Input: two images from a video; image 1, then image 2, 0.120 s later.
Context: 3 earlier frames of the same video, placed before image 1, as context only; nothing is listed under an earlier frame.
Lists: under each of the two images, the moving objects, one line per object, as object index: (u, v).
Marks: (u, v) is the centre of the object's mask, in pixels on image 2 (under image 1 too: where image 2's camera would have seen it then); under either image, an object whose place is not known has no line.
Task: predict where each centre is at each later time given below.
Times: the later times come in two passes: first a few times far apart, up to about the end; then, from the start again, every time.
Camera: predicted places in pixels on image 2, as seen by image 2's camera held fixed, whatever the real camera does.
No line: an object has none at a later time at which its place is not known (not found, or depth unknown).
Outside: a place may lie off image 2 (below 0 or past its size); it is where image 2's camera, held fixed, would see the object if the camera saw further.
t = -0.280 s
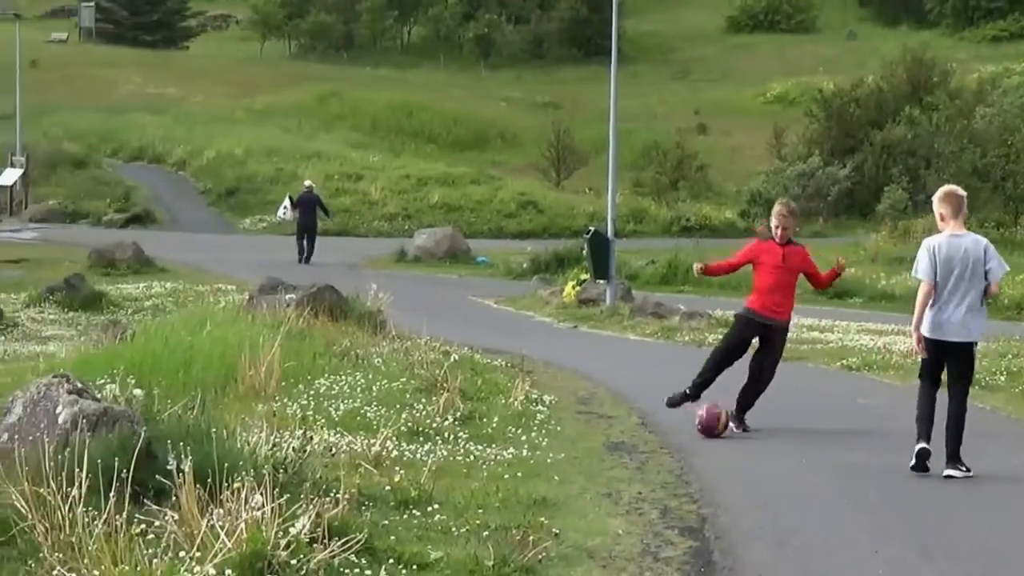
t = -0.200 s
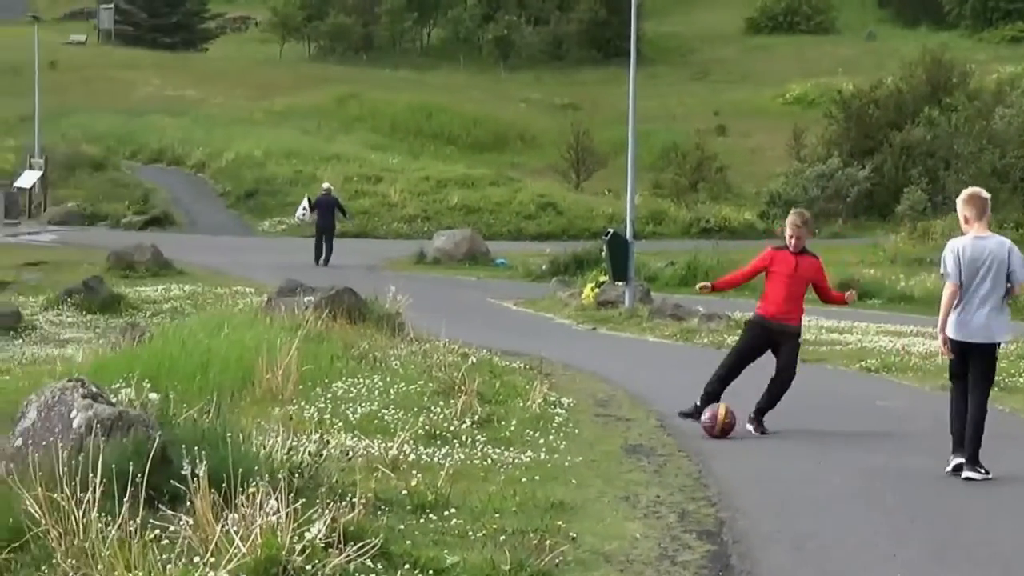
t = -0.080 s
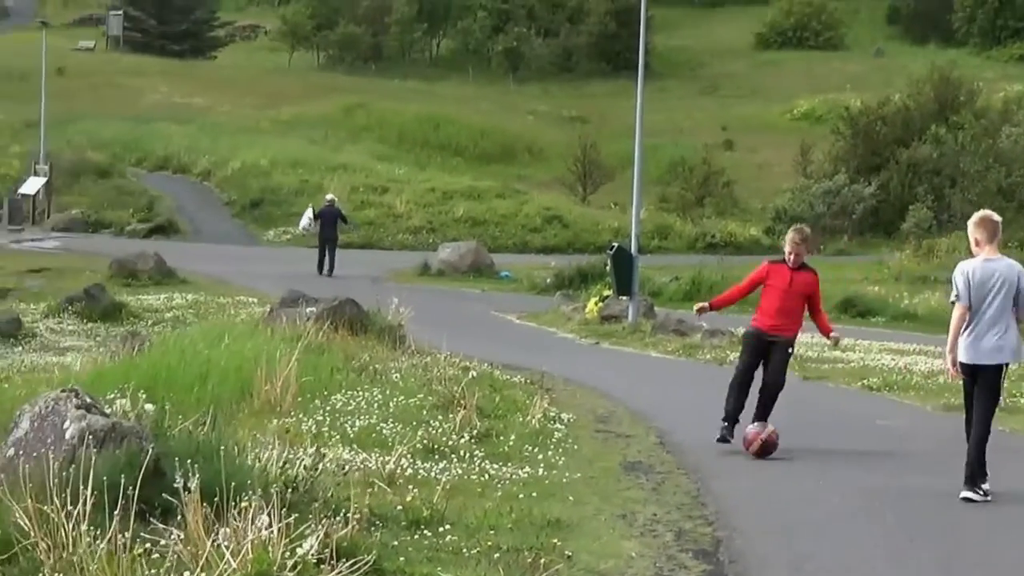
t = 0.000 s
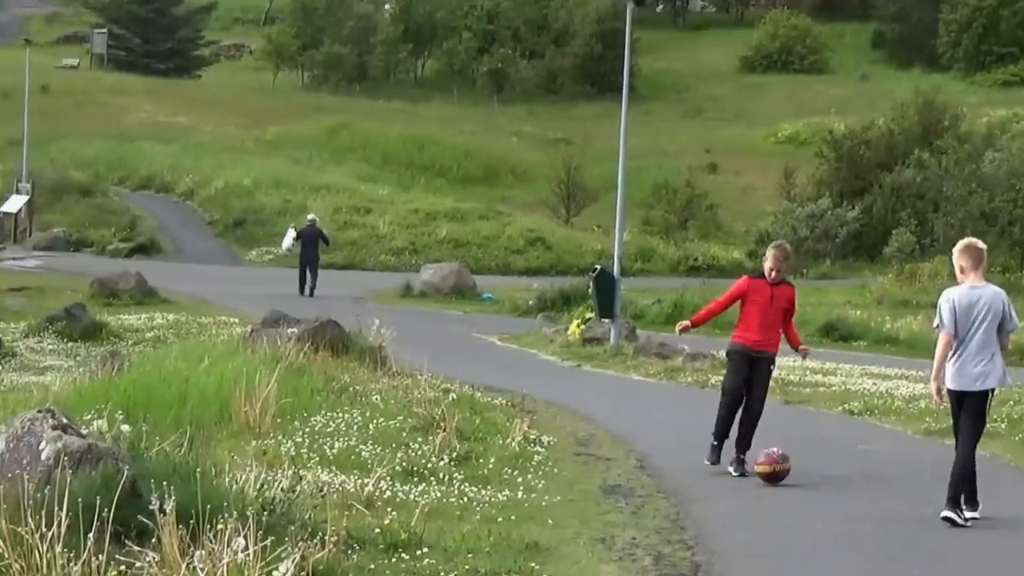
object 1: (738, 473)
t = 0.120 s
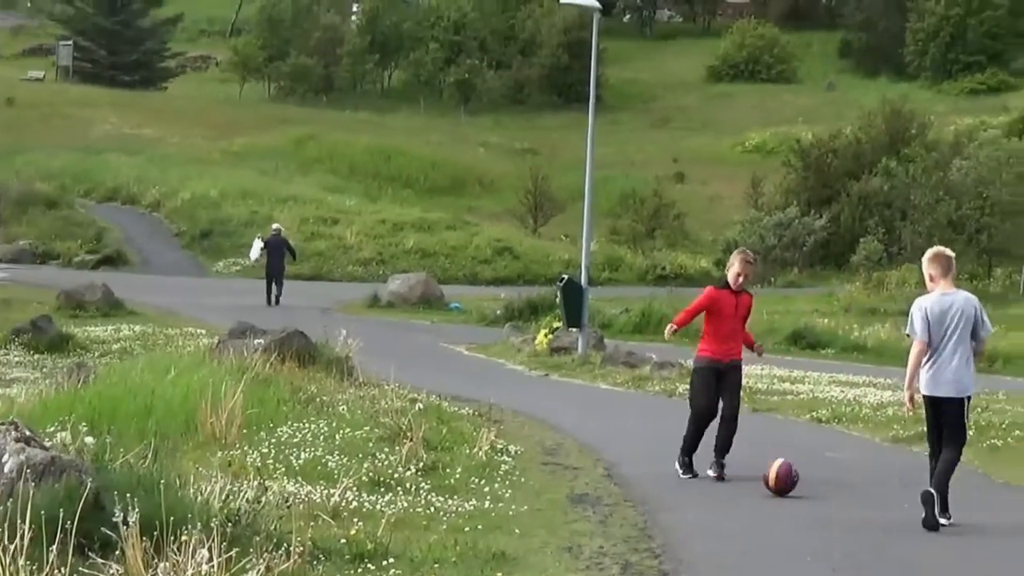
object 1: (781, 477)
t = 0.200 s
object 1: (806, 481)
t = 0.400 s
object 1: (870, 487)
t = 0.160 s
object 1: (793, 479)
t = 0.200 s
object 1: (806, 481)
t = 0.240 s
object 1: (818, 483)
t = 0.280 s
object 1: (832, 483)
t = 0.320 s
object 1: (845, 484)
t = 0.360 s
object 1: (857, 485)
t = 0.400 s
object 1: (870, 487)
